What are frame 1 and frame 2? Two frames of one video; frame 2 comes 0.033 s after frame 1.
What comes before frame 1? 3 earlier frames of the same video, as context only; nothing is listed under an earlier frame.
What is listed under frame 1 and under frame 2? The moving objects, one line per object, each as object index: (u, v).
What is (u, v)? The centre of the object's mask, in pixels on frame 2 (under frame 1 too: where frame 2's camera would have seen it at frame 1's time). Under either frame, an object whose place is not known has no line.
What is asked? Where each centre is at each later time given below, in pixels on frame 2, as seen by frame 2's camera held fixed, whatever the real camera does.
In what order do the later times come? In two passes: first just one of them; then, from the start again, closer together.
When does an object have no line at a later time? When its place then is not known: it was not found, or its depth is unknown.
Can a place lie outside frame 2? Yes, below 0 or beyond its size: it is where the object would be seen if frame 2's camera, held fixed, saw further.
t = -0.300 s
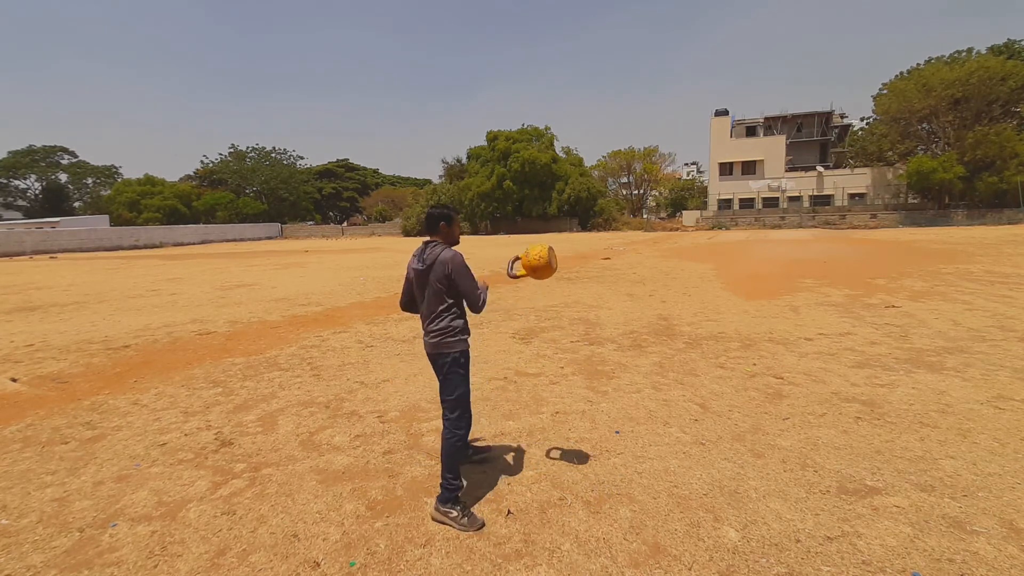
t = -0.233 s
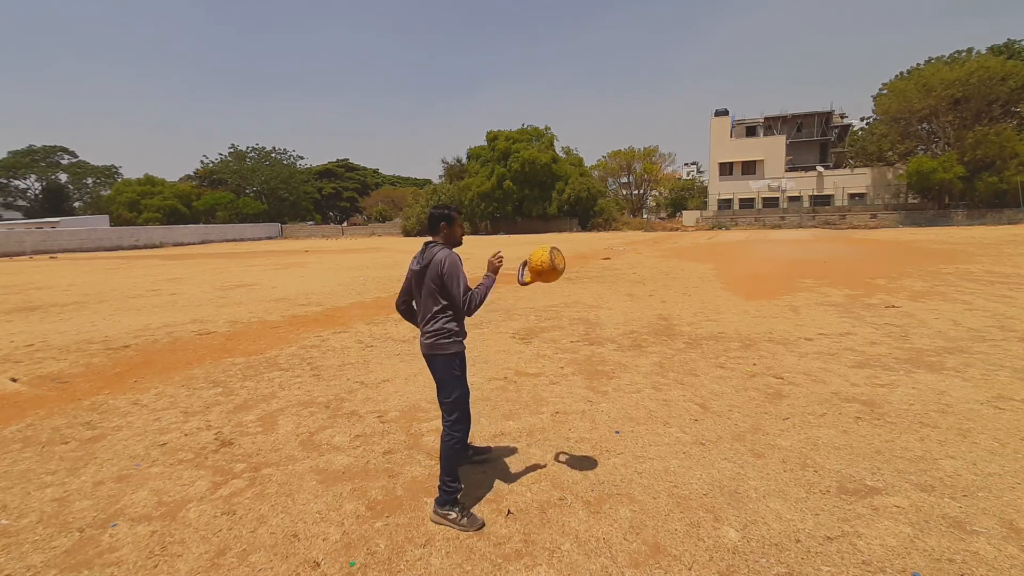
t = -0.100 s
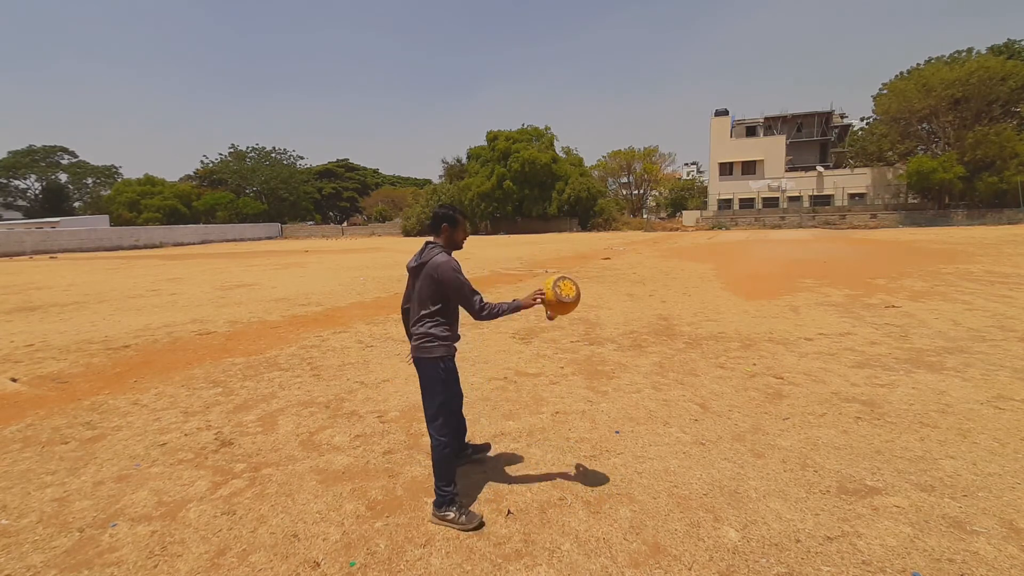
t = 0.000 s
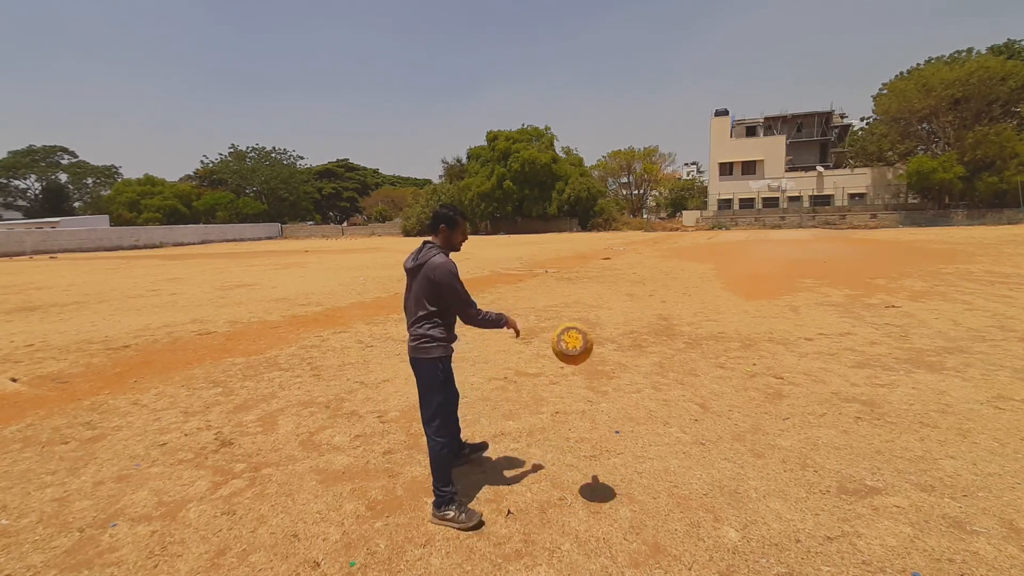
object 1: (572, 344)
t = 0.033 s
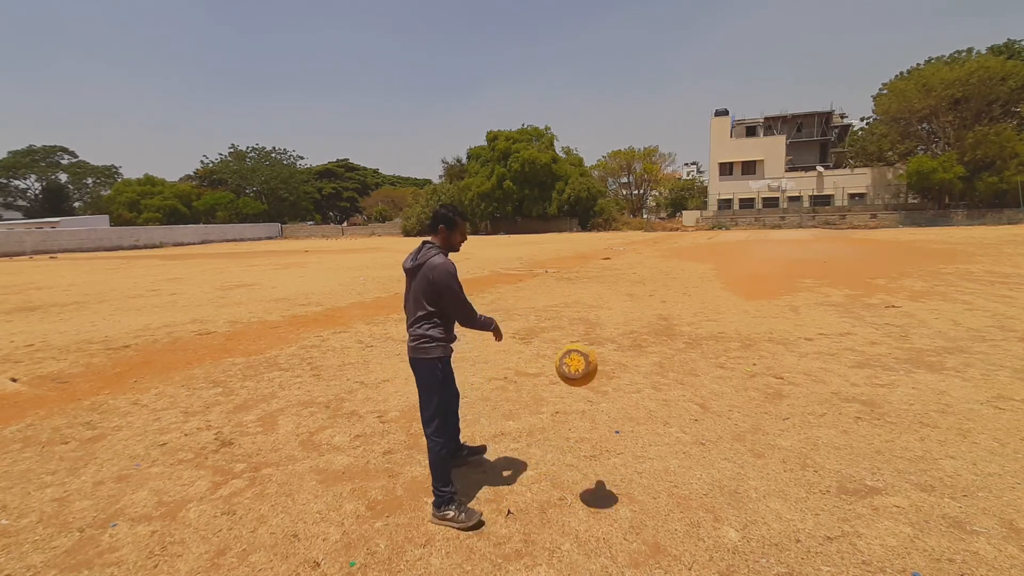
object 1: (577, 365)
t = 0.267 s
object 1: (617, 520)
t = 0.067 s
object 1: (581, 390)
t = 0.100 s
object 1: (586, 417)
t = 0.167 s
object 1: (598, 477)
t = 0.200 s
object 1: (605, 512)
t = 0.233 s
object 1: (611, 518)
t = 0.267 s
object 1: (617, 520)
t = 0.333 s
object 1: (625, 523)
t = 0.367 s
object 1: (628, 526)
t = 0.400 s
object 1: (629, 528)
